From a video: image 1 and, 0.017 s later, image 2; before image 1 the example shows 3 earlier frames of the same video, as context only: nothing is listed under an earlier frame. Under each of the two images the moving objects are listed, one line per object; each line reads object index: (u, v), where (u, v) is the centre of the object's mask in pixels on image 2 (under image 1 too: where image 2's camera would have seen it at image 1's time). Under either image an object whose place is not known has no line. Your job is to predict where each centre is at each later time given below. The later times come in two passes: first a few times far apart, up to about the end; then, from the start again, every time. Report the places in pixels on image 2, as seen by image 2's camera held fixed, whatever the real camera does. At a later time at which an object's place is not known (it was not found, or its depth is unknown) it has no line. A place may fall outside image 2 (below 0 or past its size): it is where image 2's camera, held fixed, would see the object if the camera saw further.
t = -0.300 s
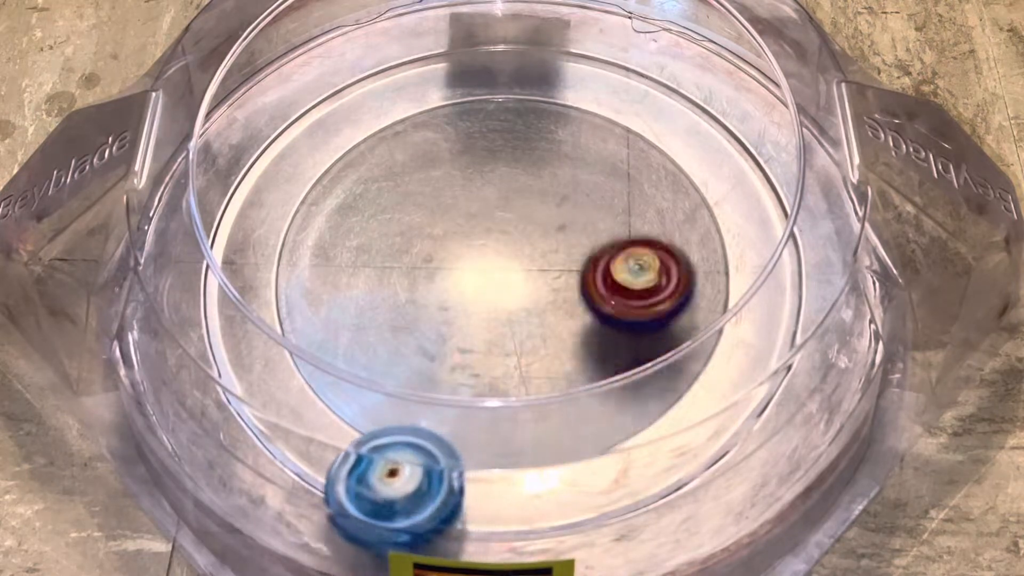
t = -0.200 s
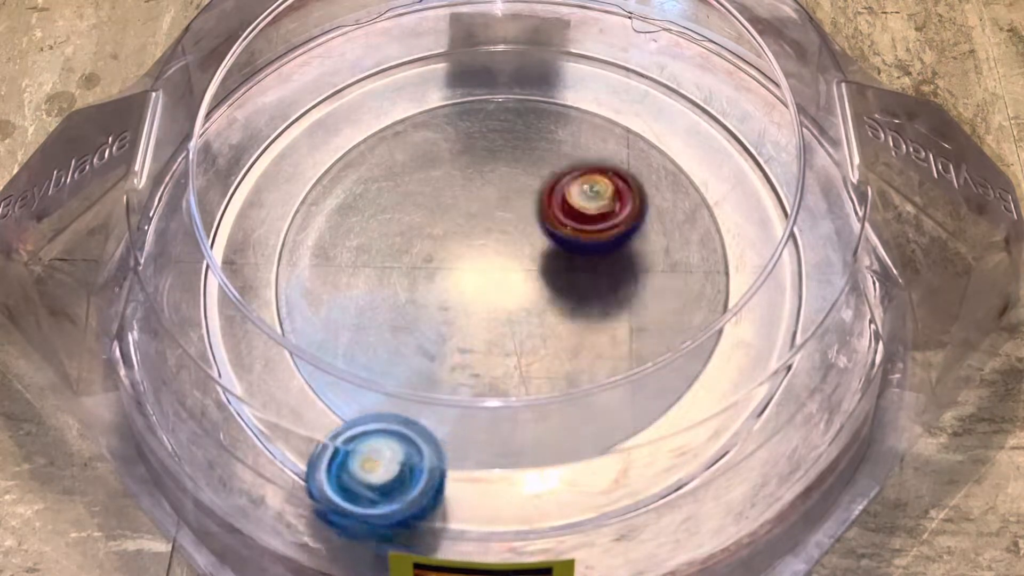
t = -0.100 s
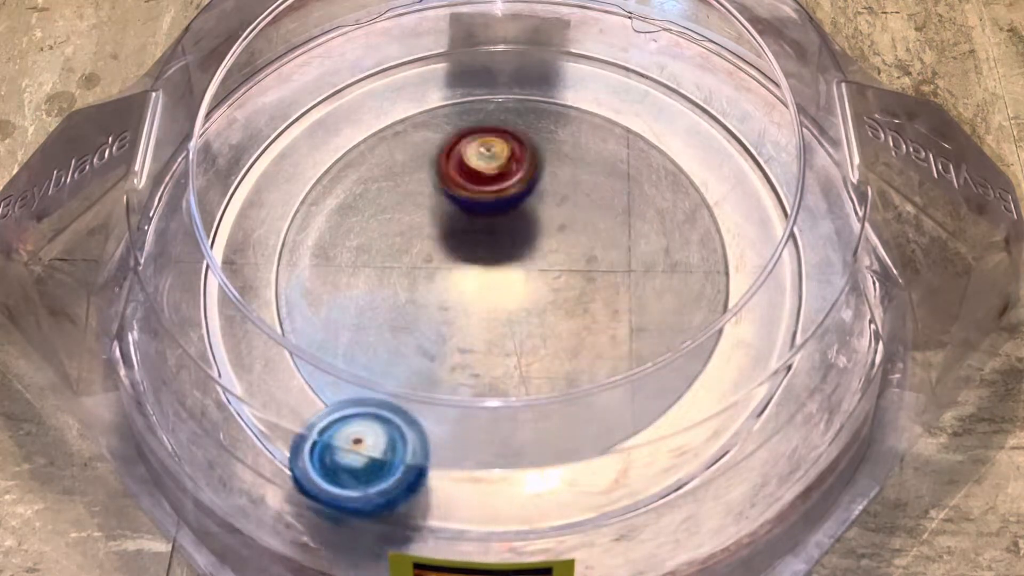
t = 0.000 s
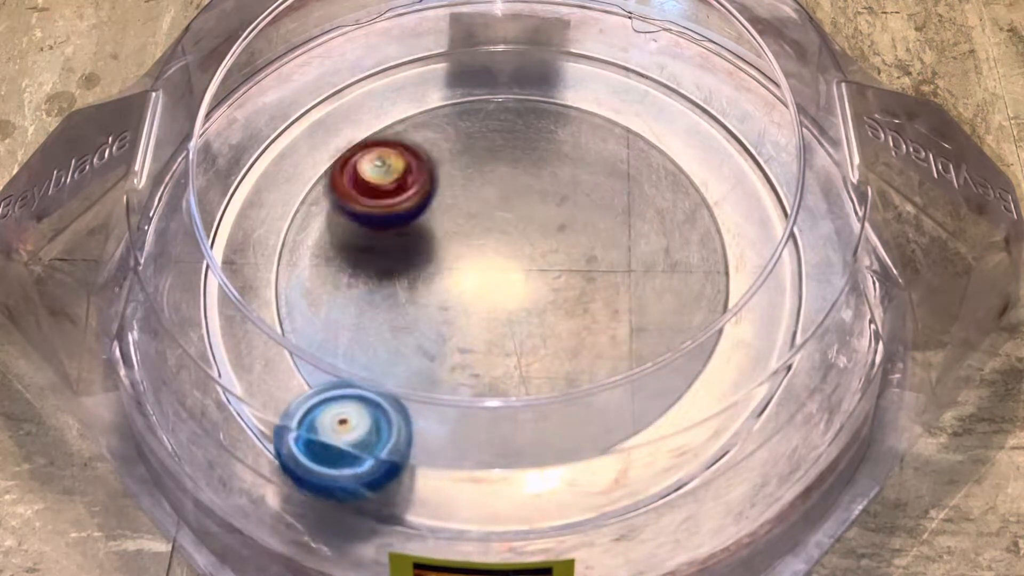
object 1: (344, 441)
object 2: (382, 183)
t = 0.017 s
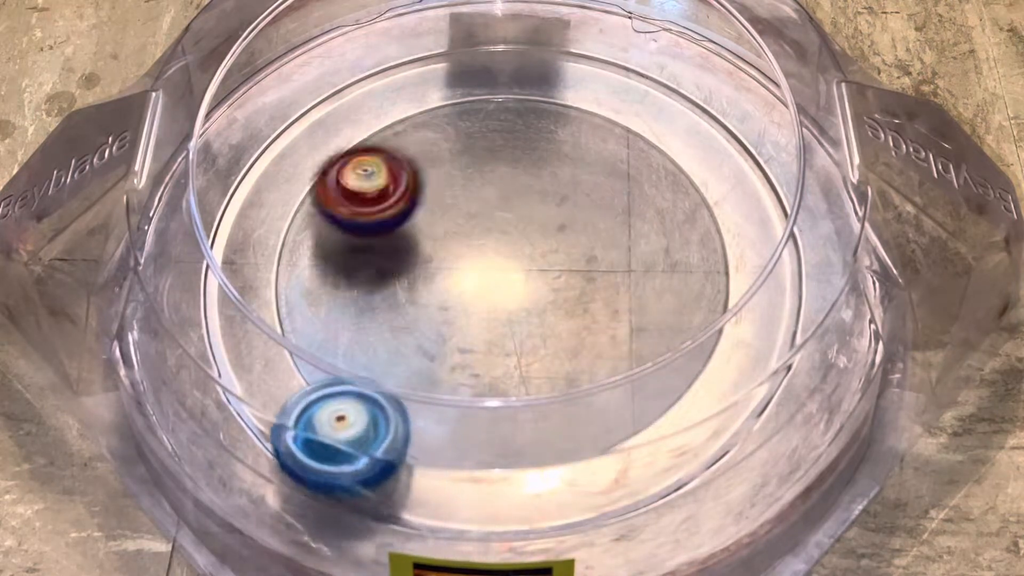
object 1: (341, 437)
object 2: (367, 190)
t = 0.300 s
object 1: (324, 433)
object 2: (266, 314)
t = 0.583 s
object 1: (332, 404)
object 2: (219, 279)
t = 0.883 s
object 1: (447, 305)
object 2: (226, 235)
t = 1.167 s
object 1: (521, 206)
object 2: (252, 182)
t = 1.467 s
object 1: (420, 268)
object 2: (293, 144)
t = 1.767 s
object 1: (474, 298)
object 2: (365, 191)
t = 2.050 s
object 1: (637, 343)
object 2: (313, 218)
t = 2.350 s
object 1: (594, 237)
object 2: (436, 307)
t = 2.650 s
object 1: (560, 135)
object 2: (543, 237)
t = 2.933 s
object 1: (347, 254)
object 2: (490, 211)
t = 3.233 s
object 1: (633, 455)
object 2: (540, 311)
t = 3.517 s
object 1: (754, 172)
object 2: (586, 213)
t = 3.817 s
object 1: (384, 47)
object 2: (429, 283)
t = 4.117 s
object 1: (240, 208)
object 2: (552, 349)
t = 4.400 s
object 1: (395, 305)
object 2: (531, 220)
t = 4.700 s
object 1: (550, 283)
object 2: (378, 212)
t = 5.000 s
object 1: (550, 284)
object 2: (418, 321)
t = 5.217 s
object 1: (596, 258)
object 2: (499, 323)
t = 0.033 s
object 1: (339, 434)
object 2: (354, 197)
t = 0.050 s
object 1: (337, 430)
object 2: (340, 206)
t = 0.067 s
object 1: (334, 427)
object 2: (328, 216)
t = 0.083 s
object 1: (332, 423)
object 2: (315, 227)
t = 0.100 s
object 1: (331, 418)
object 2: (306, 238)
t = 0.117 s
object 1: (329, 415)
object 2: (299, 251)
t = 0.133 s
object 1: (327, 412)
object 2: (292, 262)
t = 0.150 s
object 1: (325, 409)
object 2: (288, 274)
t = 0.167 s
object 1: (322, 405)
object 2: (288, 283)
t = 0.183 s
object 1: (321, 403)
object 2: (289, 293)
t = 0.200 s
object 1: (322, 408)
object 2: (280, 300)
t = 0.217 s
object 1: (322, 412)
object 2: (279, 305)
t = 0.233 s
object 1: (322, 418)
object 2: (277, 307)
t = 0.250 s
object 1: (324, 425)
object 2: (274, 310)
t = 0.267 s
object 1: (324, 431)
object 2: (271, 312)
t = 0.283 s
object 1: (324, 432)
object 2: (268, 313)
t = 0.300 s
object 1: (324, 433)
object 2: (266, 314)
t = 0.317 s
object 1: (325, 435)
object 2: (263, 314)
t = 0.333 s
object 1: (326, 437)
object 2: (258, 313)
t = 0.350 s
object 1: (327, 438)
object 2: (255, 312)
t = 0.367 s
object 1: (328, 437)
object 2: (245, 315)
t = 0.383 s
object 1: (328, 437)
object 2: (242, 313)
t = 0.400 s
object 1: (328, 436)
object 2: (239, 307)
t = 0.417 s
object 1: (329, 435)
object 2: (233, 303)
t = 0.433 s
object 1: (329, 434)
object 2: (225, 301)
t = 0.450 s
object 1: (329, 431)
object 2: (220, 298)
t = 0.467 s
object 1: (329, 428)
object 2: (214, 294)
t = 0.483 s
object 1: (329, 425)
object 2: (211, 290)
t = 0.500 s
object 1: (329, 421)
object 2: (203, 286)
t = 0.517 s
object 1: (330, 418)
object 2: (205, 284)
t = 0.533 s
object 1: (330, 416)
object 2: (208, 283)
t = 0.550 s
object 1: (330, 412)
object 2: (212, 281)
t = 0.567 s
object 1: (331, 408)
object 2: (216, 279)
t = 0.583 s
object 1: (332, 404)
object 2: (219, 279)
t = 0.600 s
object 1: (332, 401)
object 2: (223, 276)
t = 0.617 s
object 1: (333, 396)
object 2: (224, 275)
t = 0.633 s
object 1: (335, 392)
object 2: (226, 271)
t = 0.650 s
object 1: (339, 386)
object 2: (226, 268)
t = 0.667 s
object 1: (342, 384)
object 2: (225, 265)
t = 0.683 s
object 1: (346, 378)
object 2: (225, 262)
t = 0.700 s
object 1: (352, 372)
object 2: (224, 258)
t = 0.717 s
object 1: (358, 366)
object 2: (222, 252)
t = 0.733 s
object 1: (364, 359)
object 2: (218, 249)
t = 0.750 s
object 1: (371, 353)
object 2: (215, 245)
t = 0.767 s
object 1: (380, 346)
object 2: (214, 241)
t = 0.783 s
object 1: (390, 339)
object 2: (213, 236)
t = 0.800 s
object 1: (398, 336)
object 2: (213, 234)
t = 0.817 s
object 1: (406, 332)
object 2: (214, 234)
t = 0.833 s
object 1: (415, 325)
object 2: (215, 234)
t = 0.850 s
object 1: (425, 319)
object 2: (219, 235)
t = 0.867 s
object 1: (436, 312)
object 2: (223, 235)
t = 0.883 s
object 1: (447, 305)
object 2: (226, 235)
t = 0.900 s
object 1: (458, 298)
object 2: (227, 234)
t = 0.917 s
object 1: (468, 290)
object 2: (232, 233)
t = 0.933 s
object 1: (478, 282)
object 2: (234, 229)
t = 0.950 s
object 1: (488, 274)
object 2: (244, 226)
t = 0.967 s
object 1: (496, 267)
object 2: (236, 225)
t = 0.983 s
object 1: (504, 260)
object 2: (245, 220)
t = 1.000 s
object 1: (511, 253)
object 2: (245, 216)
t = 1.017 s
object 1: (517, 246)
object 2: (245, 212)
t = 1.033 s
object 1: (522, 239)
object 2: (245, 210)
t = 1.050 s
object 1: (526, 232)
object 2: (246, 206)
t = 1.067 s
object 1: (530, 228)
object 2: (247, 202)
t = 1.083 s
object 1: (532, 222)
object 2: (247, 198)
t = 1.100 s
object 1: (533, 218)
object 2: (248, 195)
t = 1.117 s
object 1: (532, 213)
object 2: (249, 192)
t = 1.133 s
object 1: (530, 210)
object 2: (250, 188)
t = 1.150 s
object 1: (526, 208)
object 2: (251, 184)
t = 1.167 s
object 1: (521, 206)
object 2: (252, 182)
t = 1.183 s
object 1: (515, 206)
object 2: (253, 179)
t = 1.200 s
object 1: (509, 206)
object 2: (256, 175)
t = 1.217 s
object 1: (501, 205)
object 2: (257, 172)
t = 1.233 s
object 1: (494, 206)
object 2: (257, 170)
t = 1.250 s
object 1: (486, 207)
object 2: (260, 167)
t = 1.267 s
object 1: (477, 210)
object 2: (263, 164)
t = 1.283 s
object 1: (468, 213)
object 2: (264, 160)
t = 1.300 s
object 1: (461, 217)
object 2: (266, 158)
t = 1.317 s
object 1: (455, 220)
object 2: (268, 157)
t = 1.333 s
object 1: (449, 224)
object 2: (271, 154)
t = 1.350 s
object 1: (442, 229)
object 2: (273, 152)
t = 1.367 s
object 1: (437, 234)
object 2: (275, 150)
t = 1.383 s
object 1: (431, 240)
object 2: (278, 149)
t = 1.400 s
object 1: (427, 247)
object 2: (281, 147)
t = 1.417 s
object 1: (425, 253)
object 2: (284, 147)
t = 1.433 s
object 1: (423, 258)
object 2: (286, 146)
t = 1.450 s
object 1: (422, 263)
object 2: (289, 145)
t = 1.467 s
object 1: (420, 268)
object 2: (293, 144)
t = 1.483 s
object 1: (420, 274)
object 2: (295, 143)
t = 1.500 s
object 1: (421, 279)
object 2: (297, 143)
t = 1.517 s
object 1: (423, 284)
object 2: (302, 143)
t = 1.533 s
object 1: (426, 287)
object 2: (305, 141)
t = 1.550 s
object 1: (428, 290)
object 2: (308, 141)
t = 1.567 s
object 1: (430, 293)
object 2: (312, 142)
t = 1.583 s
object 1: (434, 297)
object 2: (316, 142)
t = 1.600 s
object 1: (438, 300)
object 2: (319, 141)
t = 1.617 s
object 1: (442, 301)
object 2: (322, 142)
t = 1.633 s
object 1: (446, 301)
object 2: (327, 144)
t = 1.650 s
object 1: (449, 302)
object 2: (332, 145)
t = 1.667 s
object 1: (453, 303)
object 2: (335, 149)
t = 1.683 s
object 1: (457, 304)
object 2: (338, 153)
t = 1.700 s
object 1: (462, 303)
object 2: (344, 160)
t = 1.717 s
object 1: (465, 301)
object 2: (349, 165)
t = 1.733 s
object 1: (468, 300)
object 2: (353, 172)
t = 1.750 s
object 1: (471, 299)
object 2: (358, 182)
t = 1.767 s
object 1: (474, 298)
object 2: (365, 191)
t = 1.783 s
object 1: (478, 297)
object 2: (370, 200)
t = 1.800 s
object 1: (480, 294)
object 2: (375, 210)
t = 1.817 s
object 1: (482, 292)
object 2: (382, 225)
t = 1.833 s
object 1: (485, 291)
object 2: (389, 233)
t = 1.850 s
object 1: (502, 300)
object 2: (381, 224)
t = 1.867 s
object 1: (521, 310)
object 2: (371, 218)
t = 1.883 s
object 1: (539, 320)
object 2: (363, 213)
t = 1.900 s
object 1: (554, 328)
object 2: (354, 209)
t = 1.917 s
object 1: (569, 333)
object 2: (347, 210)
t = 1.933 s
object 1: (582, 337)
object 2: (343, 205)
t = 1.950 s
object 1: (594, 338)
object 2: (336, 204)
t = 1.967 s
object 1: (603, 338)
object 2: (332, 207)
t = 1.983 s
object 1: (610, 338)
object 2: (329, 208)
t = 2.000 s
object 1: (617, 337)
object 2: (323, 208)
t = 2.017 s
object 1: (623, 335)
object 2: (320, 212)
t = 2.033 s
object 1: (635, 344)
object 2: (318, 214)
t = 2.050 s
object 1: (637, 343)
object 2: (313, 218)
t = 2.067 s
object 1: (638, 339)
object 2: (312, 222)
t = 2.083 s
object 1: (632, 328)
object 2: (312, 225)
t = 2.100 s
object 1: (631, 326)
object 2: (311, 231)
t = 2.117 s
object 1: (630, 324)
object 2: (314, 238)
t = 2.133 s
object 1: (629, 322)
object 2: (318, 244)
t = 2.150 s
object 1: (627, 319)
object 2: (323, 252)
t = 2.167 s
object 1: (622, 316)
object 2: (332, 260)
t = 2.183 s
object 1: (618, 313)
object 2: (340, 267)
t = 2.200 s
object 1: (612, 306)
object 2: (352, 275)
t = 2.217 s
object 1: (606, 301)
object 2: (365, 282)
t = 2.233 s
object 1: (598, 295)
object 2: (378, 286)
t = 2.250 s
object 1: (590, 290)
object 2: (392, 292)
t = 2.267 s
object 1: (583, 285)
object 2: (408, 295)
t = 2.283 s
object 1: (574, 279)
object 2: (423, 298)
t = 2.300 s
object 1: (564, 274)
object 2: (439, 301)
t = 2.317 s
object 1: (566, 266)
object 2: (446, 303)
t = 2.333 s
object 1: (581, 251)
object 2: (439, 304)
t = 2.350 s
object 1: (594, 237)
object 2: (436, 307)
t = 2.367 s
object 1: (605, 224)
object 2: (433, 307)
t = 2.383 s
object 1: (615, 212)
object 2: (432, 308)
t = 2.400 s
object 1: (624, 200)
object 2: (434, 309)
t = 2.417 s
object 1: (629, 189)
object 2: (437, 307)
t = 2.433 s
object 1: (633, 181)
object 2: (441, 307)
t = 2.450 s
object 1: (637, 172)
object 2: (448, 306)
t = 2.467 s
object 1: (637, 163)
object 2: (455, 304)
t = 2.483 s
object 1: (635, 156)
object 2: (466, 303)
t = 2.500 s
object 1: (633, 150)
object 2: (476, 299)
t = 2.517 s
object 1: (629, 144)
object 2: (486, 295)
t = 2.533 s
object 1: (623, 140)
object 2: (498, 290)
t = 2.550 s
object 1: (617, 136)
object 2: (507, 283)
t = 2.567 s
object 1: (610, 132)
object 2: (517, 278)
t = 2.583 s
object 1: (601, 131)
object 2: (525, 269)
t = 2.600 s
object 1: (593, 130)
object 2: (530, 261)
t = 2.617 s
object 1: (583, 130)
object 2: (535, 255)
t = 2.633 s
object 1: (571, 132)
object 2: (540, 246)
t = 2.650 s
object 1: (560, 135)
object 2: (543, 237)
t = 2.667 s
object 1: (547, 132)
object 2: (545, 234)
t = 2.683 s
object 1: (537, 130)
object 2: (544, 232)
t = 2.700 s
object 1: (523, 129)
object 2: (544, 230)
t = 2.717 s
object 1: (512, 130)
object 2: (544, 226)
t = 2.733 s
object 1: (497, 130)
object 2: (541, 226)
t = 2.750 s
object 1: (481, 131)
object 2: (542, 224)
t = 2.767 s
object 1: (465, 134)
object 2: (537, 221)
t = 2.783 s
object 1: (449, 140)
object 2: (535, 221)
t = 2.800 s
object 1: (433, 147)
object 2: (533, 218)
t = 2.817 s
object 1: (417, 156)
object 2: (529, 217)
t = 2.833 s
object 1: (403, 167)
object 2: (527, 215)
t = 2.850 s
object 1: (389, 178)
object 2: (521, 212)
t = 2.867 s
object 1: (378, 193)
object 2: (517, 213)
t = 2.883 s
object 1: (367, 205)
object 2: (512, 209)
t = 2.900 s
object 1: (358, 221)
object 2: (504, 210)
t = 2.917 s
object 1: (352, 237)
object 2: (499, 210)
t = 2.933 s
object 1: (347, 254)
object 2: (490, 211)
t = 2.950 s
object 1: (345, 274)
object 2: (483, 216)
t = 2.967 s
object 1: (344, 292)
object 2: (478, 219)
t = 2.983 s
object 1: (349, 307)
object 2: (471, 227)
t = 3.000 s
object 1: (357, 321)
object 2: (469, 233)
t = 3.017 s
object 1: (367, 332)
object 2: (465, 241)
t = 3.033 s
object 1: (370, 357)
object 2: (464, 250)
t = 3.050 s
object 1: (386, 374)
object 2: (465, 257)
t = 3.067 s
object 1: (400, 390)
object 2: (465, 267)
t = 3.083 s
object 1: (418, 402)
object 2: (471, 275)
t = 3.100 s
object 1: (438, 414)
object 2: (474, 282)
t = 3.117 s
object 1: (458, 421)
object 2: (480, 291)
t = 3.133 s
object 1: (480, 432)
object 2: (486, 294)
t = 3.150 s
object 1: (505, 440)
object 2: (493, 302)
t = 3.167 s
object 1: (528, 447)
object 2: (503, 305)
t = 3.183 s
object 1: (554, 452)
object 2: (511, 308)
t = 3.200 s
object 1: (583, 461)
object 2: (521, 310)
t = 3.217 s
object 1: (607, 458)
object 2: (530, 310)
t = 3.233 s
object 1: (633, 455)
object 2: (540, 311)
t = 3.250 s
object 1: (657, 448)
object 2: (550, 308)
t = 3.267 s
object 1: (680, 440)
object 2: (558, 307)
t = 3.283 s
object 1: (704, 436)
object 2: (568, 304)
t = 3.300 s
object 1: (727, 424)
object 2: (574, 300)
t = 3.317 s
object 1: (749, 413)
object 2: (582, 296)
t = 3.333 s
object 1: (771, 402)
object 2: (589, 289)
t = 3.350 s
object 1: (790, 385)
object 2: (594, 284)
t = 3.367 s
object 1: (808, 369)
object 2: (601, 277)
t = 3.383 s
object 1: (813, 351)
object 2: (603, 269)
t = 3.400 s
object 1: (809, 332)
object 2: (608, 262)
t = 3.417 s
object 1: (806, 308)
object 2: (609, 253)
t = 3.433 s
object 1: (801, 284)
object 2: (608, 247)
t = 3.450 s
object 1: (793, 263)
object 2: (608, 238)
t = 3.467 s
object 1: (786, 241)
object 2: (604, 231)
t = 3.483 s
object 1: (777, 217)
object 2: (600, 223)
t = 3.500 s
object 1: (767, 194)
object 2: (592, 217)
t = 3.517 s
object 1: (754, 172)
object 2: (586, 213)
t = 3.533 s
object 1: (741, 149)
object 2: (577, 206)
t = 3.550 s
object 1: (728, 129)
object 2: (566, 205)
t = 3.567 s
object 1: (710, 110)
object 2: (556, 201)
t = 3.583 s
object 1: (692, 90)
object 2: (543, 201)
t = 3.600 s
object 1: (675, 72)
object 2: (534, 202)
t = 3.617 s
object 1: (658, 56)
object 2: (520, 202)
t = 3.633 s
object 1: (637, 39)
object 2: (509, 206)
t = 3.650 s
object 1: (613, 30)
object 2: (498, 208)
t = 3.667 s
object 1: (589, 23)
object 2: (485, 214)
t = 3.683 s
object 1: (566, 19)
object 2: (476, 218)
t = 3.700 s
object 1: (542, 21)
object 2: (465, 225)
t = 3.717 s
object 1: (518, 25)
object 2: (459, 233)
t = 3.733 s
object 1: (494, 27)
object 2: (450, 239)
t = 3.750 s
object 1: (472, 30)
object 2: (444, 249)
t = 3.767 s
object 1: (448, 33)
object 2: (439, 255)
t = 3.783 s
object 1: (426, 37)
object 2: (434, 266)
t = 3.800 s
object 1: (405, 42)
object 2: (433, 274)
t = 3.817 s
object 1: (384, 47)
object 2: (429, 283)
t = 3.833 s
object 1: (365, 52)
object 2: (430, 293)
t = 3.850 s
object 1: (347, 59)
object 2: (430, 299)
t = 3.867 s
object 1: (330, 69)
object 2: (432, 309)
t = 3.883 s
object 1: (313, 79)
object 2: (435, 315)
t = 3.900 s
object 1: (298, 88)
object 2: (438, 325)
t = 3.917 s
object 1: (285, 95)
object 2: (445, 332)
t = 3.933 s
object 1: (272, 102)
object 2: (449, 338)
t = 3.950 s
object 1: (260, 112)
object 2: (458, 345)
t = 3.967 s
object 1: (246, 119)
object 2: (465, 348)
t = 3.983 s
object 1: (246, 131)
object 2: (474, 352)
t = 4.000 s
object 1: (243, 141)
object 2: (483, 353)
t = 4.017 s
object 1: (231, 150)
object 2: (492, 356)
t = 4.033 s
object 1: (228, 161)
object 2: (503, 357)
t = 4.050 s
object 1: (237, 171)
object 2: (512, 357)
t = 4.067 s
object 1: (224, 177)
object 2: (523, 357)
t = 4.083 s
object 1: (224, 187)
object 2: (532, 355)
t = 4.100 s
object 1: (228, 199)
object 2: (543, 354)
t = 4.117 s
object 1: (240, 208)
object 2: (552, 349)
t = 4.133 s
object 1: (243, 215)
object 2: (560, 346)
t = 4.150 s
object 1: (246, 221)
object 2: (570, 341)
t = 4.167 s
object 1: (239, 232)
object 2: (576, 334)
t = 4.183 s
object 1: (254, 237)
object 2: (583, 326)
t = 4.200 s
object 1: (259, 244)
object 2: (586, 317)
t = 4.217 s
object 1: (265, 251)
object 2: (590, 308)
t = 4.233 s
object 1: (265, 260)
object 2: (589, 297)
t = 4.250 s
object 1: (271, 267)
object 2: (589, 289)
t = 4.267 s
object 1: (281, 273)
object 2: (588, 278)
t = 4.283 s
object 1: (293, 279)
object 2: (584, 269)
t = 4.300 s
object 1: (303, 285)
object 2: (581, 260)
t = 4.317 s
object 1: (314, 291)
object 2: (573, 251)
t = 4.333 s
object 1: (328, 297)
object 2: (568, 244)
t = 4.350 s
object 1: (342, 300)
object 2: (558, 235)
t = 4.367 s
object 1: (360, 305)
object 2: (551, 230)
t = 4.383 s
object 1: (376, 306)
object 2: (542, 222)
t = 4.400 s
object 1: (395, 305)
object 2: (531, 220)
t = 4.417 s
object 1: (412, 303)
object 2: (522, 214)
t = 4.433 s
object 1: (429, 302)
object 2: (511, 212)
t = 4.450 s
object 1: (445, 299)
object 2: (501, 211)
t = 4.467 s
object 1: (462, 297)
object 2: (488, 209)
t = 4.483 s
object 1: (476, 294)
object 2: (480, 209)
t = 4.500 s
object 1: (488, 293)
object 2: (470, 205)
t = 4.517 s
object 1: (500, 292)
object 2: (462, 203)
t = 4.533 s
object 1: (510, 292)
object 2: (453, 198)
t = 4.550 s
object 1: (519, 292)
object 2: (444, 199)
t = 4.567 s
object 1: (526, 290)
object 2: (438, 196)
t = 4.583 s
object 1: (533, 288)
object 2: (429, 198)
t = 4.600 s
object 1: (539, 287)
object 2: (422, 198)
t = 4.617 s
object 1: (543, 285)
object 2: (413, 199)
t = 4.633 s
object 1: (546, 284)
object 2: (406, 201)
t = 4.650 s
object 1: (548, 283)
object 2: (397, 203)
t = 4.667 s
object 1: (550, 282)
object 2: (392, 205)
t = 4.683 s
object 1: (550, 283)
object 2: (383, 207)
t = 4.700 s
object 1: (550, 283)
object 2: (378, 212)
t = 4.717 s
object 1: (550, 283)
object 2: (370, 215)
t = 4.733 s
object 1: (549, 283)
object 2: (364, 221)
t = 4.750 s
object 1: (548, 283)
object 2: (360, 225)
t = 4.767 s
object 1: (547, 283)
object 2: (355, 233)
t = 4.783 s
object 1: (545, 282)
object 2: (353, 239)
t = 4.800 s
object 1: (543, 281)
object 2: (350, 247)
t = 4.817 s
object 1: (541, 280)
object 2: (352, 255)
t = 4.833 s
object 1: (537, 280)
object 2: (352, 264)
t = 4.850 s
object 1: (534, 280)
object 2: (358, 273)
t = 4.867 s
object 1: (531, 281)
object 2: (362, 280)
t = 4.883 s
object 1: (528, 282)
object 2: (371, 288)
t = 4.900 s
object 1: (526, 283)
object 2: (379, 294)
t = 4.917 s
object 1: (524, 285)
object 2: (390, 301)
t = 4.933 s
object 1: (523, 287)
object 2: (400, 305)
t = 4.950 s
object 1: (523, 289)
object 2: (412, 311)
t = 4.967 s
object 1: (526, 288)
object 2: (421, 313)
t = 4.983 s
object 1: (536, 287)
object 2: (420, 320)
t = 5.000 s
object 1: (550, 284)
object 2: (418, 321)
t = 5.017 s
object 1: (564, 280)
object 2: (415, 326)
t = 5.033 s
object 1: (575, 276)
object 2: (417, 327)
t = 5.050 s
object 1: (584, 272)
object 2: (418, 330)
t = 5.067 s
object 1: (591, 268)
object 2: (422, 330)
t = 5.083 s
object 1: (596, 266)
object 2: (428, 332)
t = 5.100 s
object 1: (599, 265)
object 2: (435, 332)
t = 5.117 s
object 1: (600, 264)
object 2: (443, 334)
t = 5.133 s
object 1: (600, 263)
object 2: (452, 332)
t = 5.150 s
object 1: (600, 262)
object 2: (462, 333)
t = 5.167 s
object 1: (599, 261)
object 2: (472, 330)
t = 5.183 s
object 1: (597, 261)
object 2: (483, 328)
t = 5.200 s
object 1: (595, 262)
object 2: (494, 324)
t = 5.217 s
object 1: (596, 258)
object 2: (499, 323)
